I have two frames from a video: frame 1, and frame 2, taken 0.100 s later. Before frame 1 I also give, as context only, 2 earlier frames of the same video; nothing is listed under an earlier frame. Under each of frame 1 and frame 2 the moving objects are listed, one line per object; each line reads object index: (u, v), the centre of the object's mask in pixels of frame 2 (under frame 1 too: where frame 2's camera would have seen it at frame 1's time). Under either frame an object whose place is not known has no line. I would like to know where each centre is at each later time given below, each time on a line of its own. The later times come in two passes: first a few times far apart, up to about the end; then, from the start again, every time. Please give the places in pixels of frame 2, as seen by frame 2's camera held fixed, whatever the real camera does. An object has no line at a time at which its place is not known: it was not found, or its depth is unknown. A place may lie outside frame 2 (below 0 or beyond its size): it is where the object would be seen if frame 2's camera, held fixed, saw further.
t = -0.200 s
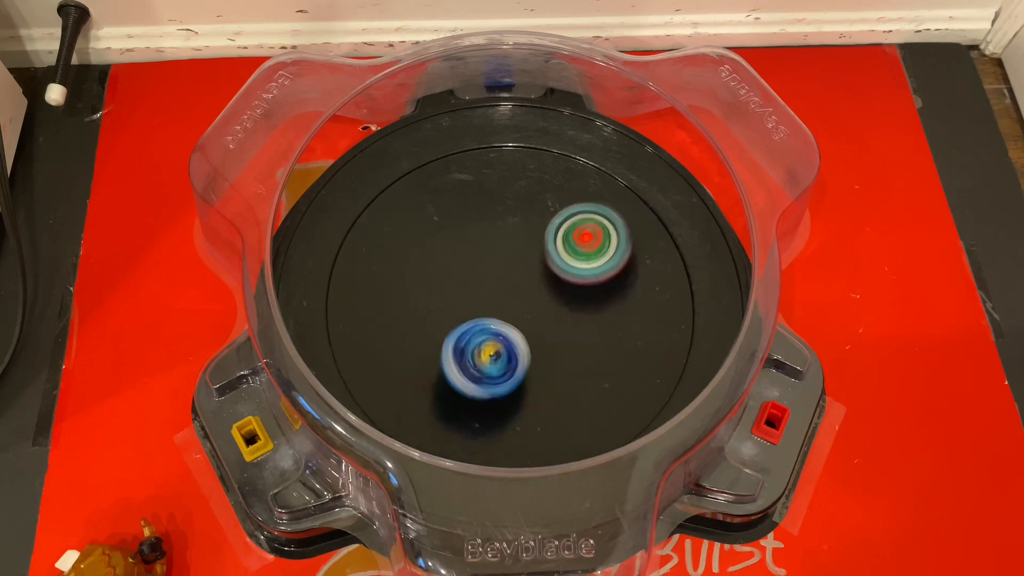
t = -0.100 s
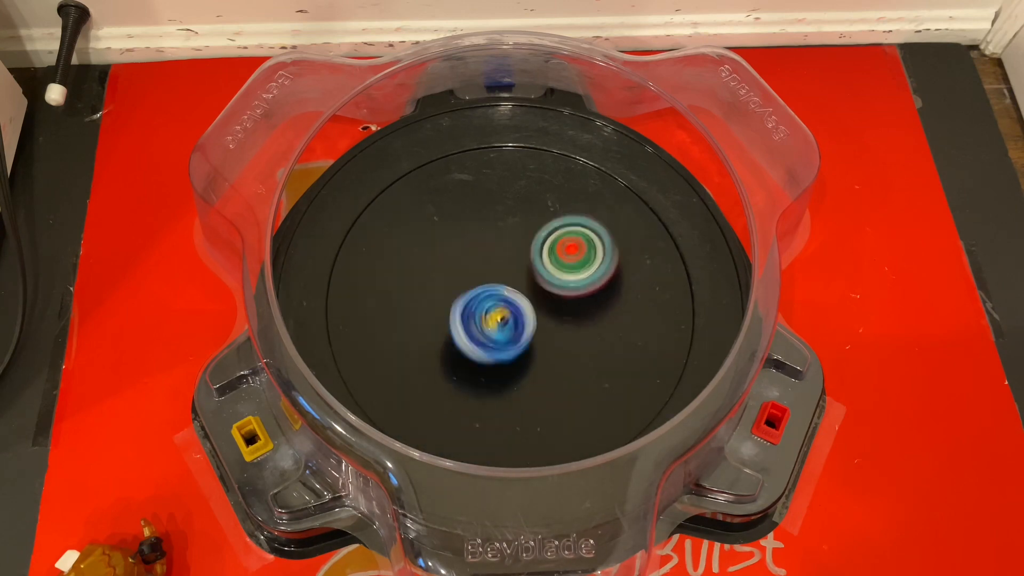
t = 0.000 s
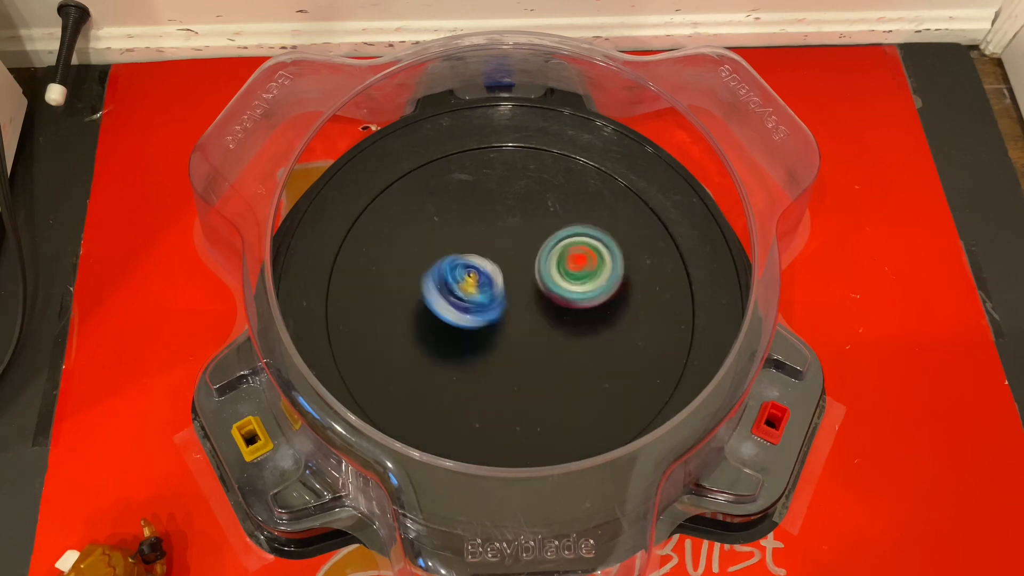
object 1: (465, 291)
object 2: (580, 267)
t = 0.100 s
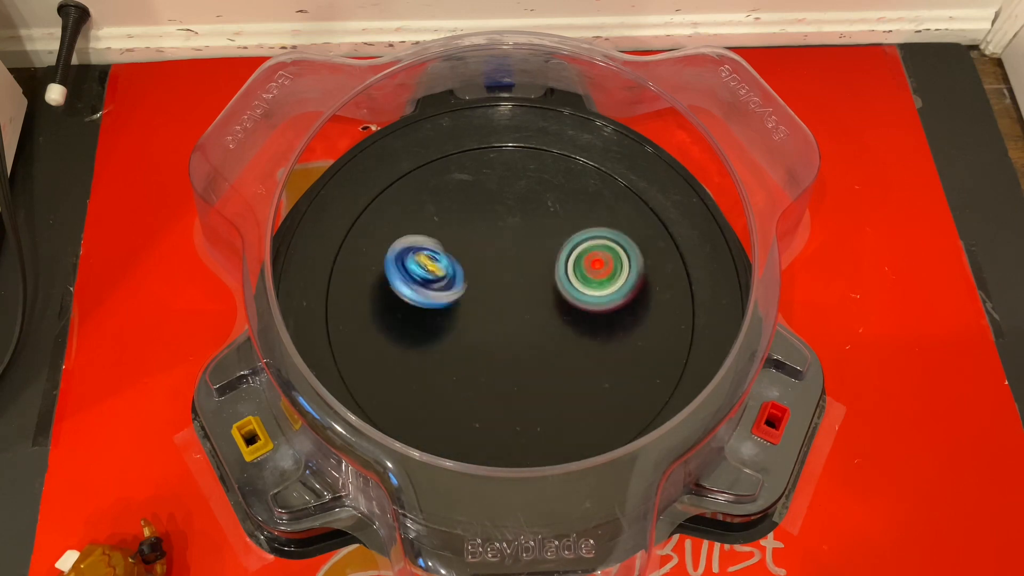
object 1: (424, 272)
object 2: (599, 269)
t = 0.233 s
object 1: (407, 253)
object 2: (591, 283)
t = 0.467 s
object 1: (426, 244)
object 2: (562, 314)
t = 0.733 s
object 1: (492, 251)
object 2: (510, 346)
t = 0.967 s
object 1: (526, 284)
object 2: (475, 356)
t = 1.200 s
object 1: (554, 332)
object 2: (428, 343)
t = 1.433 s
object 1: (584, 342)
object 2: (415, 311)
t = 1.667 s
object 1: (584, 342)
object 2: (442, 277)
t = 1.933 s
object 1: (583, 341)
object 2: (506, 258)
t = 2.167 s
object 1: (583, 343)
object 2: (561, 269)
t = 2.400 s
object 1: (529, 376)
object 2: (601, 266)
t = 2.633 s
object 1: (469, 373)
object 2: (604, 271)
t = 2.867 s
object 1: (480, 339)
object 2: (564, 301)
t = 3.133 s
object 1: (474, 337)
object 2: (535, 296)
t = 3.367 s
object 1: (477, 336)
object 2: (547, 273)
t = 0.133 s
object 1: (419, 269)
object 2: (599, 272)
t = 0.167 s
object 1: (414, 263)
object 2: (596, 275)
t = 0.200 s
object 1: (411, 258)
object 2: (594, 279)
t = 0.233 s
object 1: (407, 253)
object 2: (591, 283)
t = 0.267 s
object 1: (405, 247)
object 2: (588, 288)
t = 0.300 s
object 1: (404, 243)
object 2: (585, 292)
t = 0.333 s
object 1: (405, 241)
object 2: (582, 297)
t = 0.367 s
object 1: (407, 239)
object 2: (577, 301)
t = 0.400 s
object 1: (412, 240)
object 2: (573, 305)
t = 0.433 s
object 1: (418, 241)
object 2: (567, 310)
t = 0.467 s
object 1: (426, 244)
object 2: (562, 314)
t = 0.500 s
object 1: (433, 245)
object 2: (555, 317)
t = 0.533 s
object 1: (444, 249)
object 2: (549, 321)
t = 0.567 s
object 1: (451, 251)
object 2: (541, 324)
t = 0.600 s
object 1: (462, 254)
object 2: (534, 327)
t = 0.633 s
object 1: (471, 257)
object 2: (527, 329)
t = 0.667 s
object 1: (480, 260)
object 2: (519, 331)
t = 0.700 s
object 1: (485, 257)
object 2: (514, 339)
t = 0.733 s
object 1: (492, 251)
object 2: (510, 346)
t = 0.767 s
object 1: (500, 250)
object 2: (507, 350)
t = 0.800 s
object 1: (510, 255)
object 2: (502, 352)
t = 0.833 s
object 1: (516, 261)
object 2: (497, 353)
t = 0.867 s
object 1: (521, 266)
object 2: (490, 355)
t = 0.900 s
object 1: (522, 272)
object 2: (485, 355)
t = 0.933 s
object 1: (523, 277)
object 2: (480, 356)
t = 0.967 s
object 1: (526, 284)
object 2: (475, 356)
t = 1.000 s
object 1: (527, 289)
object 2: (471, 355)
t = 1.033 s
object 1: (530, 296)
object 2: (466, 354)
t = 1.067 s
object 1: (529, 302)
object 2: (462, 352)
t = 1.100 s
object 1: (528, 307)
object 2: (458, 351)
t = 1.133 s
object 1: (537, 315)
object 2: (444, 348)
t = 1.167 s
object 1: (547, 323)
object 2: (434, 345)
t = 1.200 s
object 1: (554, 332)
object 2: (428, 343)
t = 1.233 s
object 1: (562, 337)
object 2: (423, 341)
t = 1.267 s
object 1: (569, 342)
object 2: (420, 336)
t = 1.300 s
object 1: (575, 345)
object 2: (417, 332)
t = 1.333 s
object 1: (580, 345)
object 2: (416, 327)
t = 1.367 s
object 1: (583, 344)
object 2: (415, 322)
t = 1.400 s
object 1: (584, 343)
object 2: (415, 316)
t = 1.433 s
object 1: (584, 342)
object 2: (415, 311)
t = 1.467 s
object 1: (585, 342)
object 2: (416, 305)
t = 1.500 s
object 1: (585, 342)
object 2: (418, 300)
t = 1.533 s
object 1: (586, 342)
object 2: (422, 295)
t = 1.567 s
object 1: (585, 342)
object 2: (425, 290)
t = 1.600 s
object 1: (585, 342)
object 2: (430, 285)
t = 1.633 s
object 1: (584, 342)
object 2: (437, 281)
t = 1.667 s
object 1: (584, 342)
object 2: (442, 277)
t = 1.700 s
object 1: (584, 342)
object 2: (449, 273)
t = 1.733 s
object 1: (583, 342)
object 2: (457, 270)
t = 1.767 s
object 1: (583, 341)
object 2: (464, 267)
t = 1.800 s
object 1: (583, 341)
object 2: (471, 264)
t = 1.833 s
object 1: (583, 342)
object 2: (481, 262)
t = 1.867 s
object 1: (583, 342)
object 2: (489, 261)
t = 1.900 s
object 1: (583, 341)
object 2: (497, 259)
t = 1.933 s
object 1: (583, 341)
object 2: (506, 258)
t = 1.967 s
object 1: (583, 341)
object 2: (515, 260)
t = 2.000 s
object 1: (583, 341)
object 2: (523, 260)
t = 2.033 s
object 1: (583, 341)
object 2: (532, 261)
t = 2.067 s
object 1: (583, 341)
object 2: (541, 264)
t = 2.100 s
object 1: (583, 341)
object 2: (547, 266)
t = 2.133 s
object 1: (583, 342)
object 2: (554, 267)
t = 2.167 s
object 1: (583, 343)
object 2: (561, 269)
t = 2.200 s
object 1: (582, 346)
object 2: (566, 271)
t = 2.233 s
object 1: (579, 350)
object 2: (570, 272)
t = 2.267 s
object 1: (575, 355)
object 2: (575, 273)
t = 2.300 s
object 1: (570, 357)
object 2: (577, 275)
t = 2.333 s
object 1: (567, 356)
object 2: (578, 278)
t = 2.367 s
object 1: (552, 365)
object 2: (588, 275)
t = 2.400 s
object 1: (529, 376)
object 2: (601, 266)
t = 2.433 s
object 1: (508, 385)
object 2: (609, 259)
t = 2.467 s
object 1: (490, 386)
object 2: (612, 256)
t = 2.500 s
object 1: (476, 387)
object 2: (612, 256)
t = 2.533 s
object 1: (469, 387)
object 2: (611, 259)
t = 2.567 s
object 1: (467, 384)
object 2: (609, 262)
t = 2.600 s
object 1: (467, 379)
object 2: (607, 267)
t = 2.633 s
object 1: (469, 373)
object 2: (604, 271)
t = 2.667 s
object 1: (473, 368)
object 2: (601, 276)
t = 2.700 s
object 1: (476, 363)
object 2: (597, 280)
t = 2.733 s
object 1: (480, 357)
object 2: (592, 285)
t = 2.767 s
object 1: (482, 352)
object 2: (586, 290)
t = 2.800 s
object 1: (483, 348)
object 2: (579, 294)
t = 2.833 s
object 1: (482, 343)
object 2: (572, 298)
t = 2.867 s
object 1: (480, 339)
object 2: (564, 301)
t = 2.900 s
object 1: (479, 337)
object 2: (556, 304)
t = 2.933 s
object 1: (479, 337)
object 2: (550, 305)
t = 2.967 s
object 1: (479, 337)
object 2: (543, 305)
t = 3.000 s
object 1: (479, 338)
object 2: (536, 304)
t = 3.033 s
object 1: (479, 338)
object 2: (533, 302)
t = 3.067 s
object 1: (477, 338)
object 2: (531, 301)
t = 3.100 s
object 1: (476, 338)
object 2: (534, 299)
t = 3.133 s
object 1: (474, 337)
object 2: (535, 296)
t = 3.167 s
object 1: (474, 337)
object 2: (537, 293)
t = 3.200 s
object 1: (474, 336)
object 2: (536, 289)
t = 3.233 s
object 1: (474, 336)
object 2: (537, 285)
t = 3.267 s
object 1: (475, 335)
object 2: (541, 282)
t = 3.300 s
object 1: (476, 335)
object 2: (543, 278)
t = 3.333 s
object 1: (476, 335)
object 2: (546, 275)
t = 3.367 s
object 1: (477, 336)
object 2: (547, 273)
